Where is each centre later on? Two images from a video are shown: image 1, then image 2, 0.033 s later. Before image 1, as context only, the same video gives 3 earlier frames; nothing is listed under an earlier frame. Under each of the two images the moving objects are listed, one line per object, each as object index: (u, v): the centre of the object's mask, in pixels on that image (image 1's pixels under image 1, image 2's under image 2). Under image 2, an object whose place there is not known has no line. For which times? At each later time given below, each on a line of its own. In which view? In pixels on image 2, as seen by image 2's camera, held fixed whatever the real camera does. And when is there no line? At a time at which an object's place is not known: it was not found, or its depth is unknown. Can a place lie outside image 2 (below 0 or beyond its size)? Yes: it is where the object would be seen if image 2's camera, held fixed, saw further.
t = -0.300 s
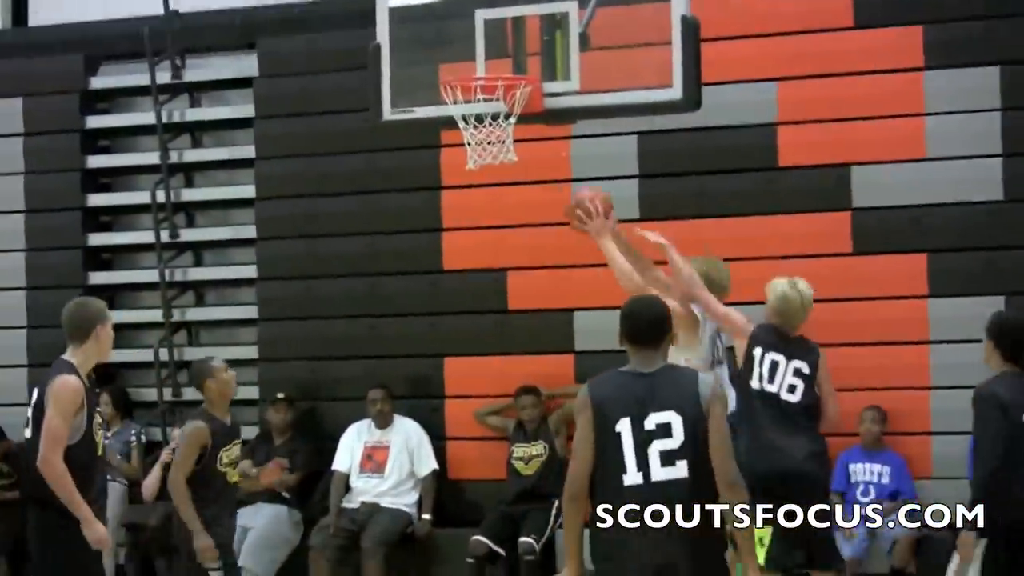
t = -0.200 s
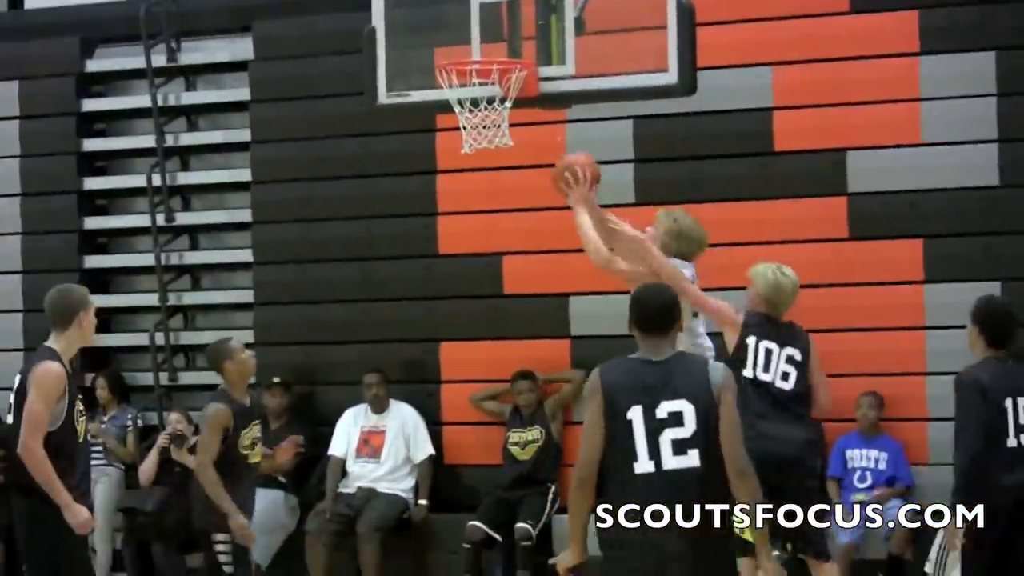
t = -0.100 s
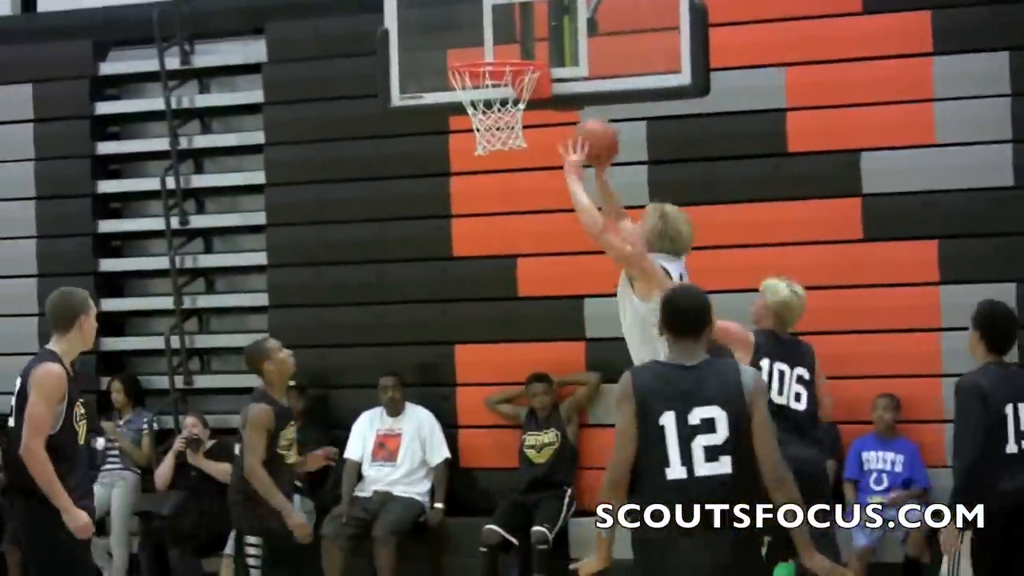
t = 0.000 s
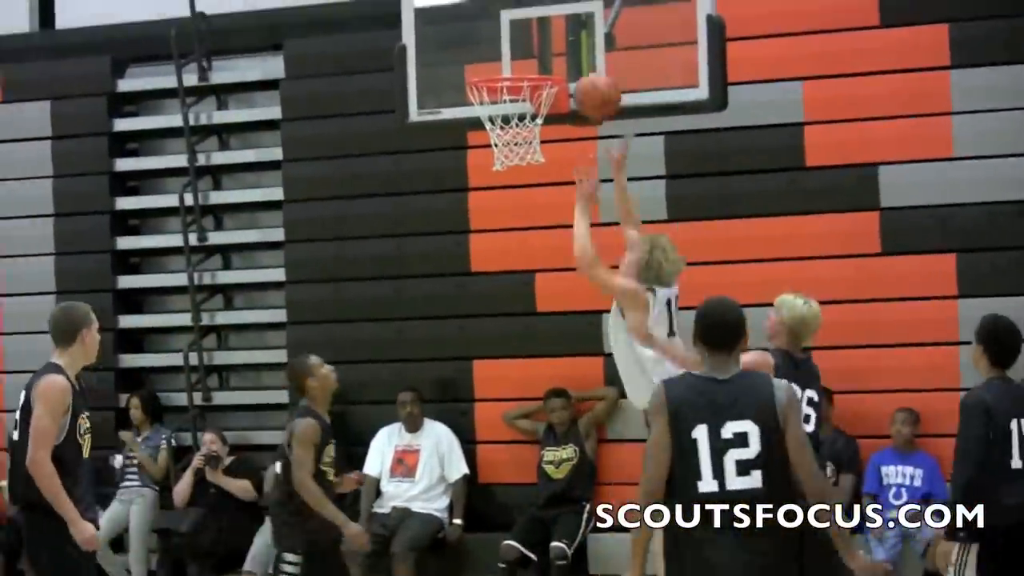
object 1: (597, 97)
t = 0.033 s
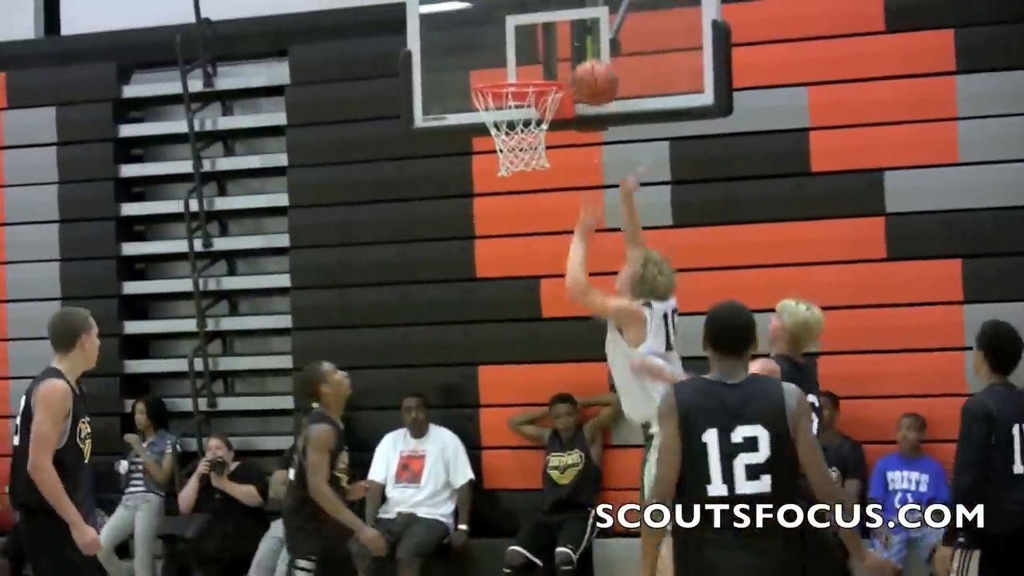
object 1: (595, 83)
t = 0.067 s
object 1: (586, 66)
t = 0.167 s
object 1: (563, 33)
